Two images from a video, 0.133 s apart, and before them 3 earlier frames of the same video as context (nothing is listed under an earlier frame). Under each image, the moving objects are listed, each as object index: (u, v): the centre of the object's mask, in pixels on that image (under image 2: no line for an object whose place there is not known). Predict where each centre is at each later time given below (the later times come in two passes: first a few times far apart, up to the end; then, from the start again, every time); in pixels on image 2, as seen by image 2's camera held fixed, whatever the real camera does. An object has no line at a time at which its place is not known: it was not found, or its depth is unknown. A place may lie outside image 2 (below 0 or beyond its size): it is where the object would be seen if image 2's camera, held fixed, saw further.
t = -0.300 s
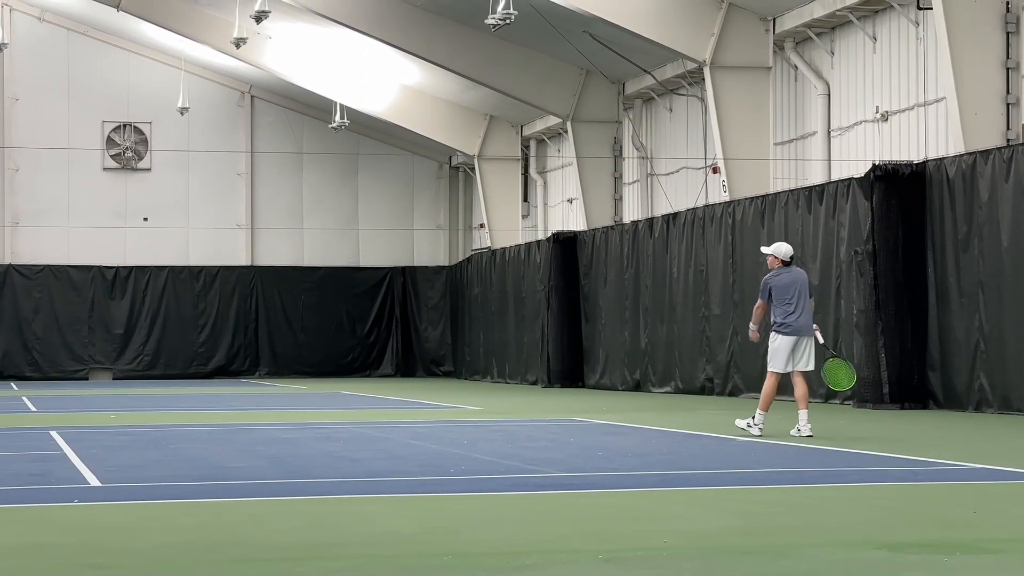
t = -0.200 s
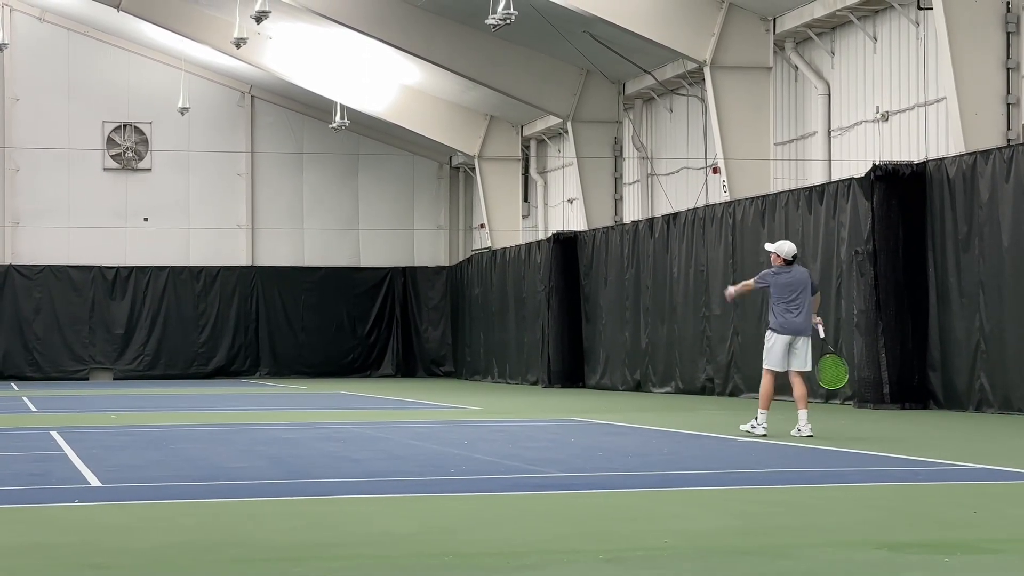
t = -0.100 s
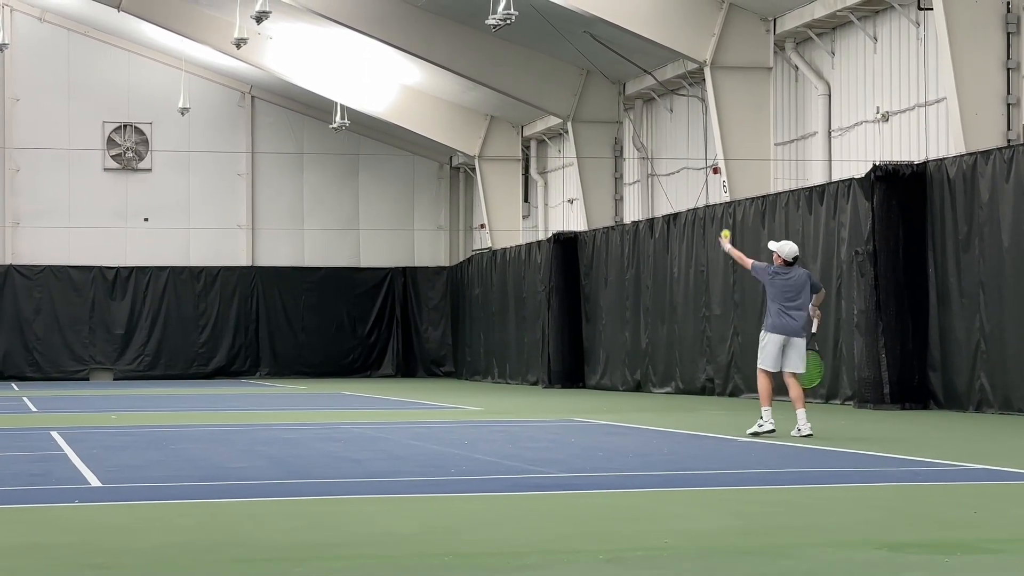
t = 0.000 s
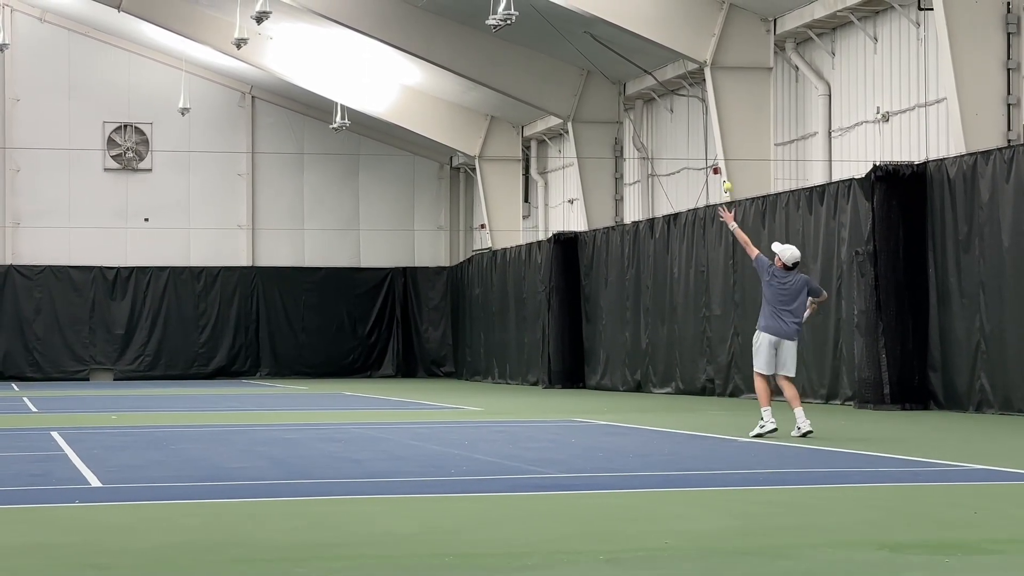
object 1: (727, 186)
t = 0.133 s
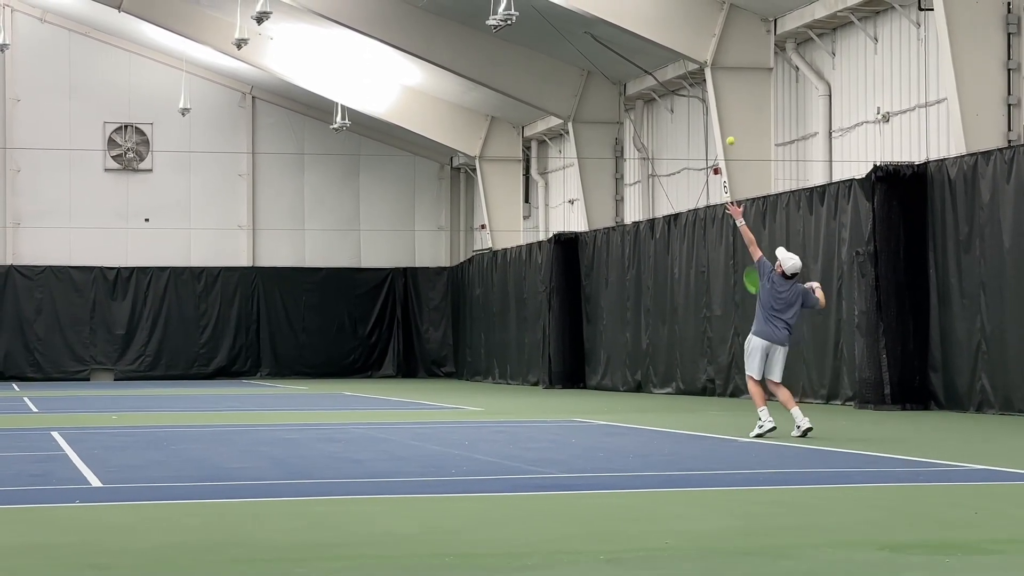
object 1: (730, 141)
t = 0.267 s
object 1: (733, 114)
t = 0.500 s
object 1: (738, 116)
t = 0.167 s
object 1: (731, 132)
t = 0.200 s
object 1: (732, 125)
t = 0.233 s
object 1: (732, 119)
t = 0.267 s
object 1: (733, 114)
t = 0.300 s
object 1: (734, 111)
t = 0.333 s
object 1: (735, 109)
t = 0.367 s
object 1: (735, 108)
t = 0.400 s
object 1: (736, 108)
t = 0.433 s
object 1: (737, 110)
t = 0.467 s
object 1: (738, 112)
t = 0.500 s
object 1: (738, 116)
